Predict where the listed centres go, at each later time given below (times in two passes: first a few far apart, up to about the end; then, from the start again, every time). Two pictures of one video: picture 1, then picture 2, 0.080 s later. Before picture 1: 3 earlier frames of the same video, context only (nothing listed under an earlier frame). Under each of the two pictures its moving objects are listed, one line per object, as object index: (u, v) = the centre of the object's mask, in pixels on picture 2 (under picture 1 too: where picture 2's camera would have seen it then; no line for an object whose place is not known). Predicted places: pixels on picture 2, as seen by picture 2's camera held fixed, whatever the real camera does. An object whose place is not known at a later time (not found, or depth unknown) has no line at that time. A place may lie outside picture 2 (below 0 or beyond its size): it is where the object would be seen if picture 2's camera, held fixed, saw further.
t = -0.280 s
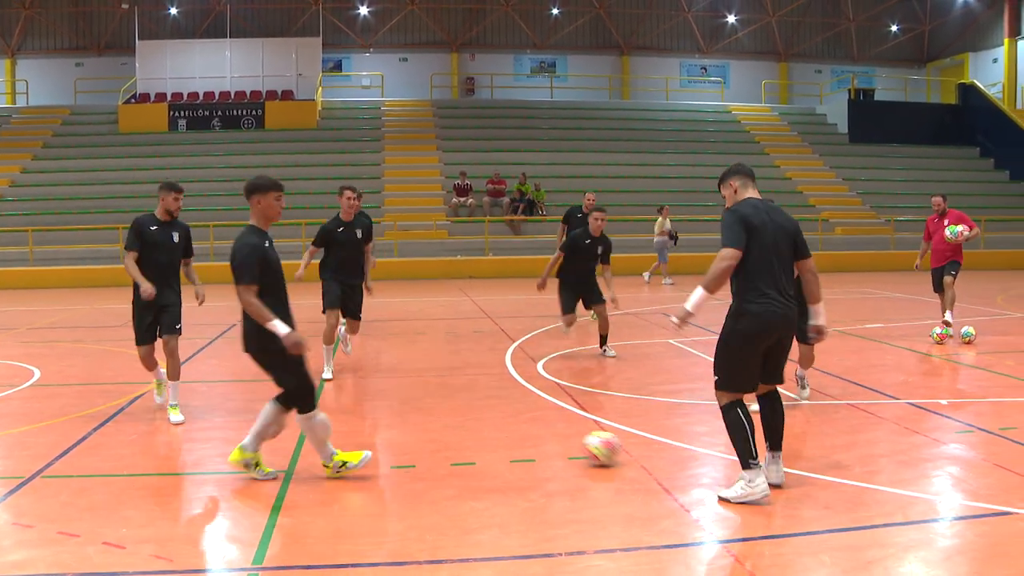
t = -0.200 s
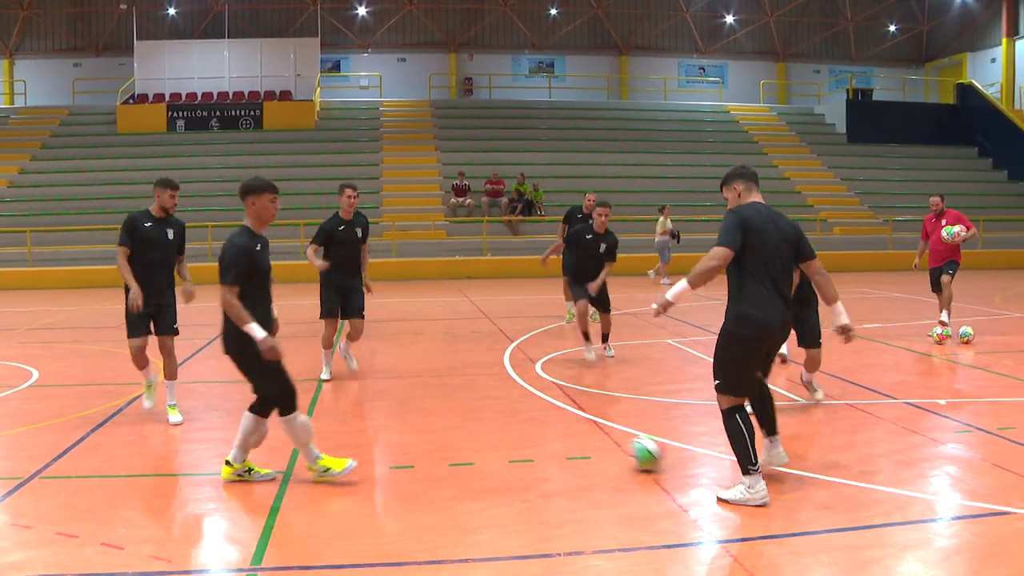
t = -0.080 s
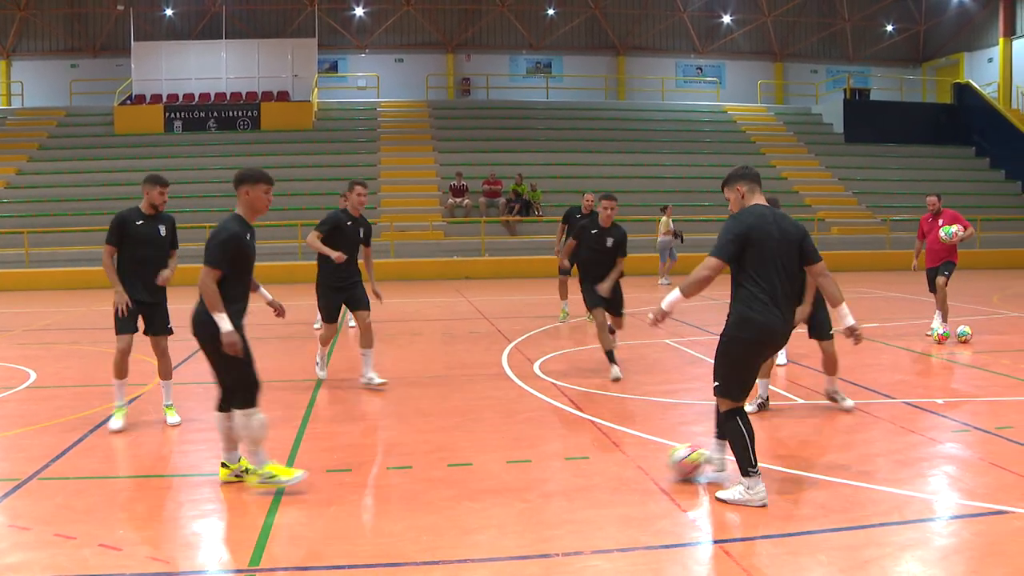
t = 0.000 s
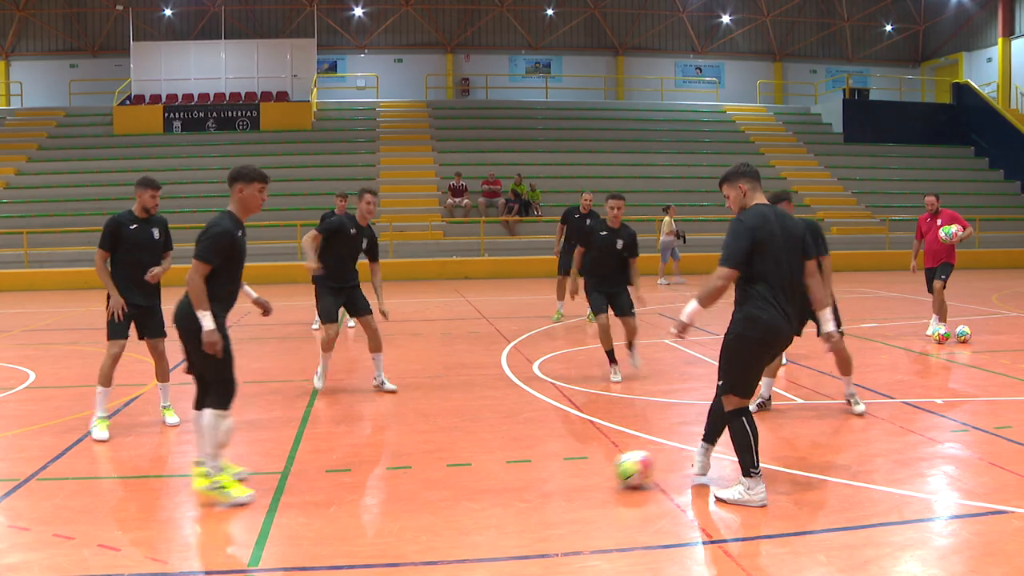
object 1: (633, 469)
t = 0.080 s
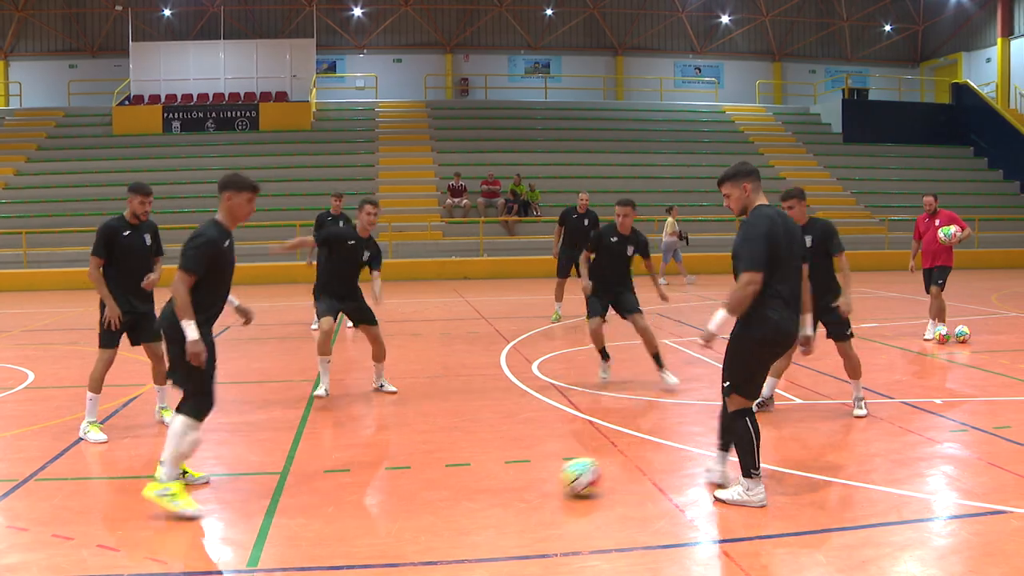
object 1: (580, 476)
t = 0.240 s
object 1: (484, 491)
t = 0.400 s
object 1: (395, 508)
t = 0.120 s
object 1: (556, 480)
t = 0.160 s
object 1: (531, 484)
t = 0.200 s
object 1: (506, 489)
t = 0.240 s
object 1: (484, 491)
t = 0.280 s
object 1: (459, 496)
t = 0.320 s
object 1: (438, 500)
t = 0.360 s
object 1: (417, 504)
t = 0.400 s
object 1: (395, 508)
